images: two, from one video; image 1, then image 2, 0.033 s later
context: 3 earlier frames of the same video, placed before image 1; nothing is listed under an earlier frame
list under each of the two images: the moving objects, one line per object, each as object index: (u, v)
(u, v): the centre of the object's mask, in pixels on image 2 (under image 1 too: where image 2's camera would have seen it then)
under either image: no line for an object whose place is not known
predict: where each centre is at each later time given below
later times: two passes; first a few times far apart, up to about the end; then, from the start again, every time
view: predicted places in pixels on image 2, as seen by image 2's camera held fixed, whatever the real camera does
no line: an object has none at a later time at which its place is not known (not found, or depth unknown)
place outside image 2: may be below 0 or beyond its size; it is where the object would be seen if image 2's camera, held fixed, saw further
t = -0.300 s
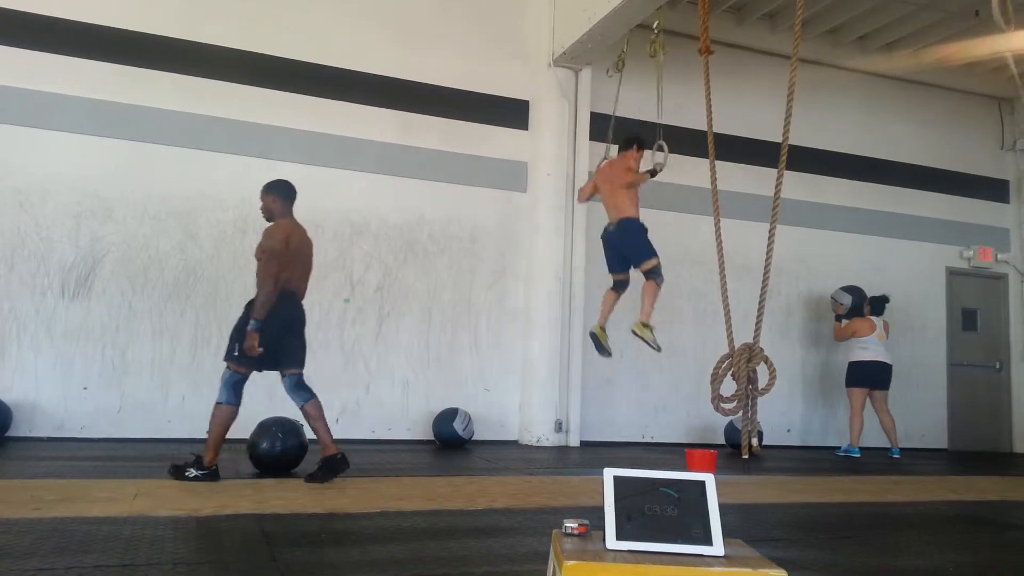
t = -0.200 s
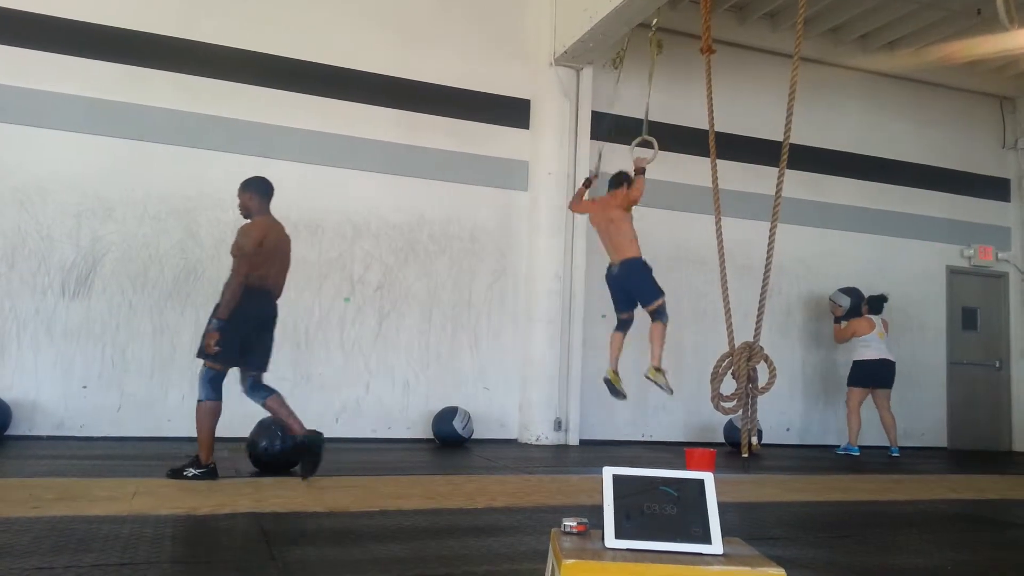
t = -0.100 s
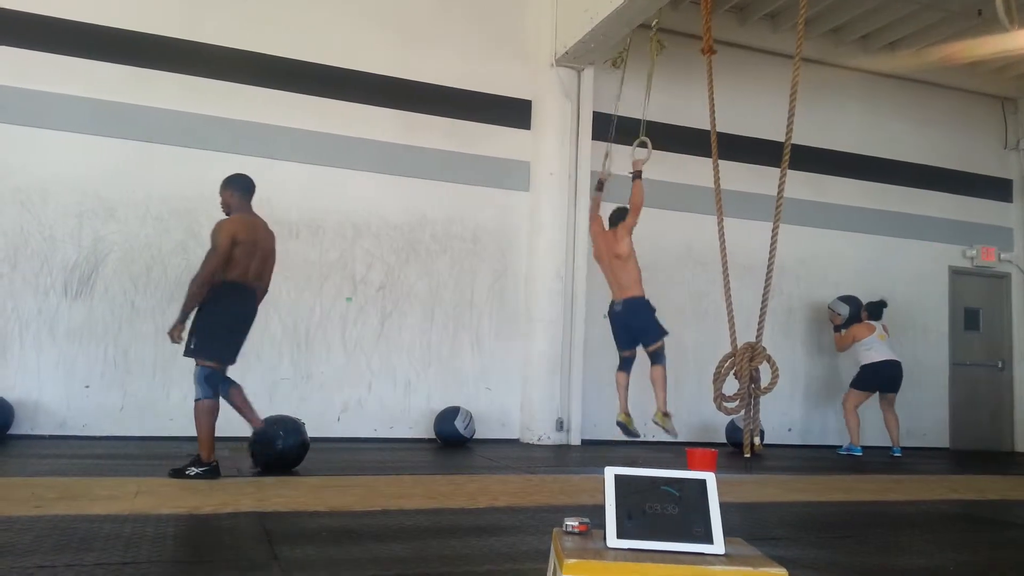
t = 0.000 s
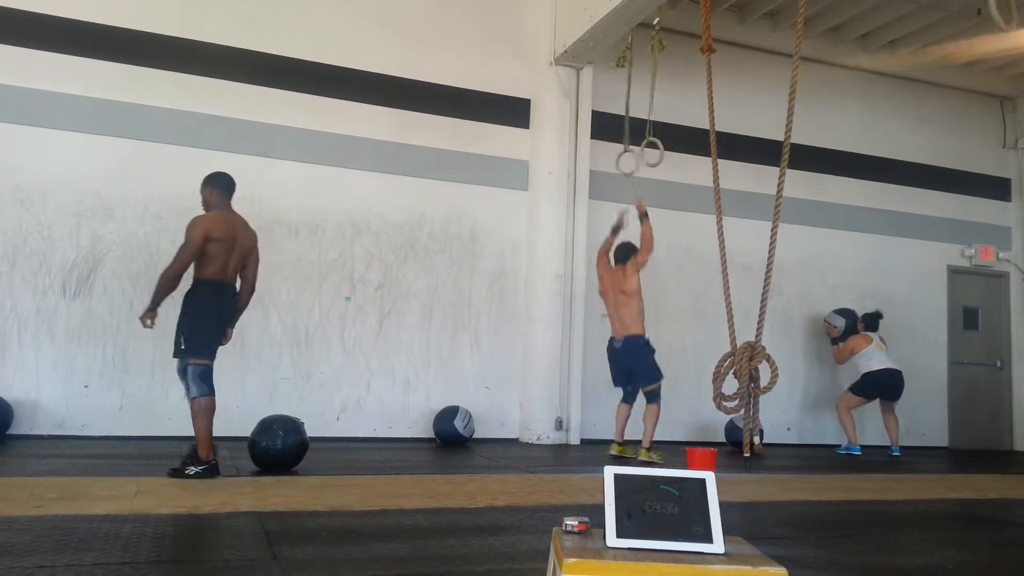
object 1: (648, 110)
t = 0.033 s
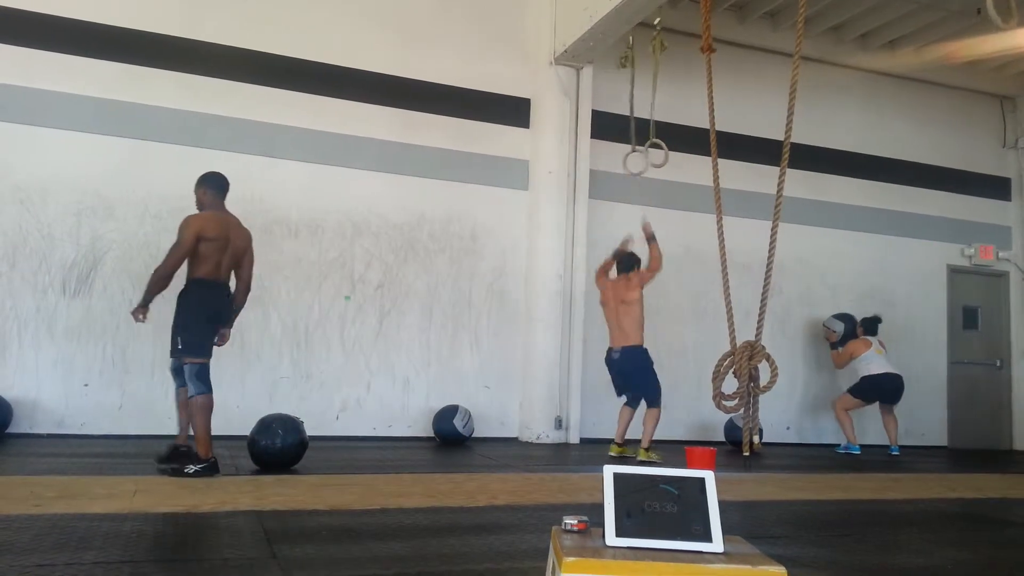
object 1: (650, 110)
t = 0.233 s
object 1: (665, 101)
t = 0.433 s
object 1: (679, 89)
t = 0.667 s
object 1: (667, 89)
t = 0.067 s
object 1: (655, 107)
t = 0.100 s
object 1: (658, 105)
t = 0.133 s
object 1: (651, 104)
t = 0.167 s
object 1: (656, 101)
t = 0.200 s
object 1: (662, 102)
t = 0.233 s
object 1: (665, 101)
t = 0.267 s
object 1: (668, 99)
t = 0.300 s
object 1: (671, 102)
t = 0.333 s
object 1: (676, 105)
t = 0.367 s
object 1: (677, 103)
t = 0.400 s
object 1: (677, 101)
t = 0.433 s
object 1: (679, 89)
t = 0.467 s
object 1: (680, 90)
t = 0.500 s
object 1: (680, 90)
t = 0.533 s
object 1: (669, 92)
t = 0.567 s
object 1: (669, 92)
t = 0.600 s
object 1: (670, 91)
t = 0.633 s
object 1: (668, 90)
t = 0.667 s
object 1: (667, 89)
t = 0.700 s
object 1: (668, 91)
